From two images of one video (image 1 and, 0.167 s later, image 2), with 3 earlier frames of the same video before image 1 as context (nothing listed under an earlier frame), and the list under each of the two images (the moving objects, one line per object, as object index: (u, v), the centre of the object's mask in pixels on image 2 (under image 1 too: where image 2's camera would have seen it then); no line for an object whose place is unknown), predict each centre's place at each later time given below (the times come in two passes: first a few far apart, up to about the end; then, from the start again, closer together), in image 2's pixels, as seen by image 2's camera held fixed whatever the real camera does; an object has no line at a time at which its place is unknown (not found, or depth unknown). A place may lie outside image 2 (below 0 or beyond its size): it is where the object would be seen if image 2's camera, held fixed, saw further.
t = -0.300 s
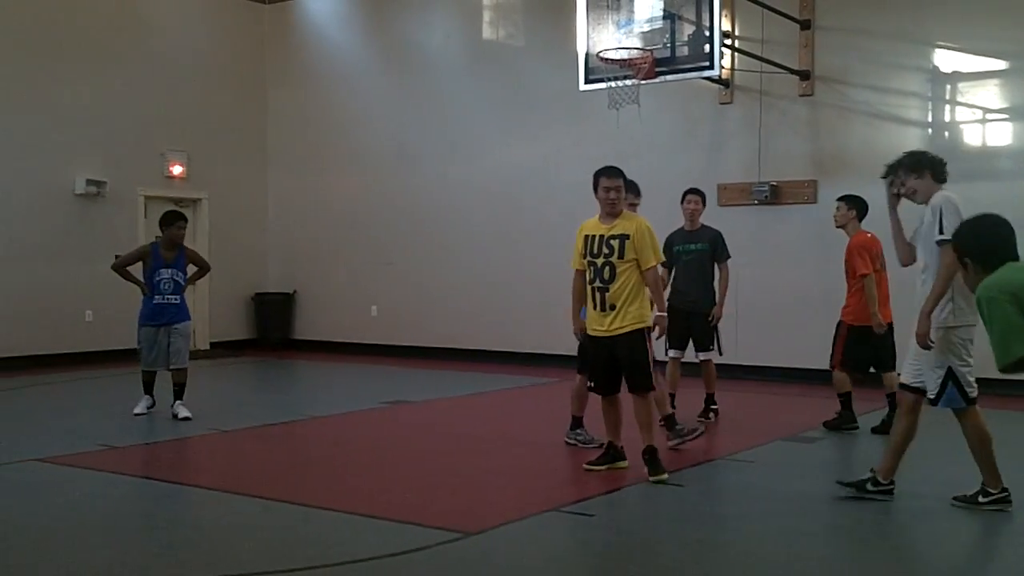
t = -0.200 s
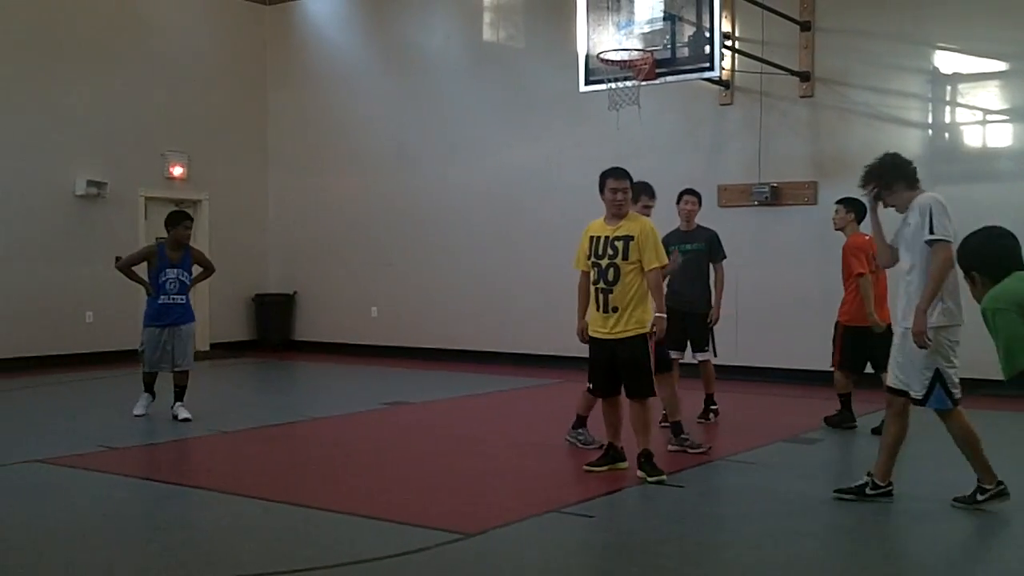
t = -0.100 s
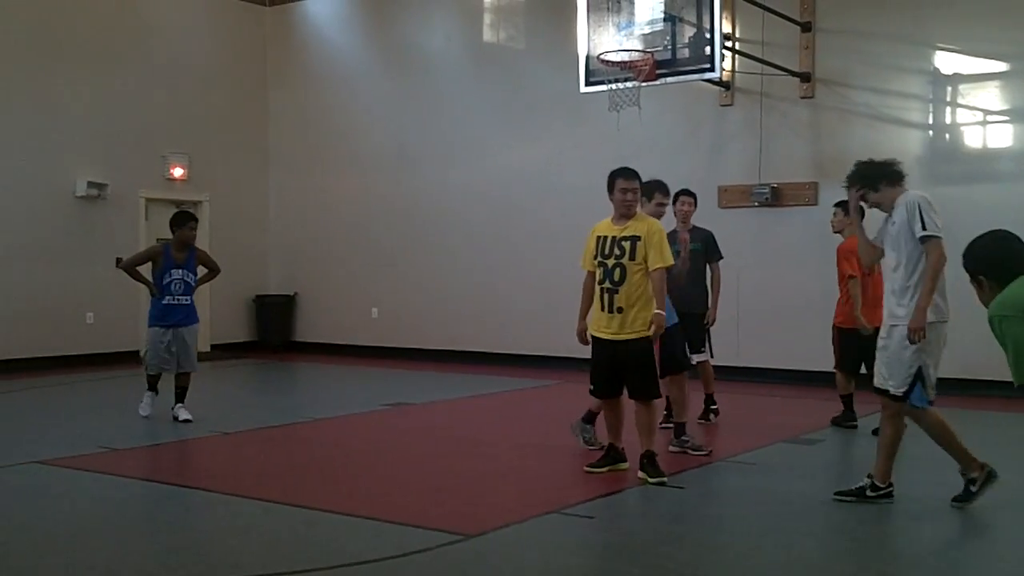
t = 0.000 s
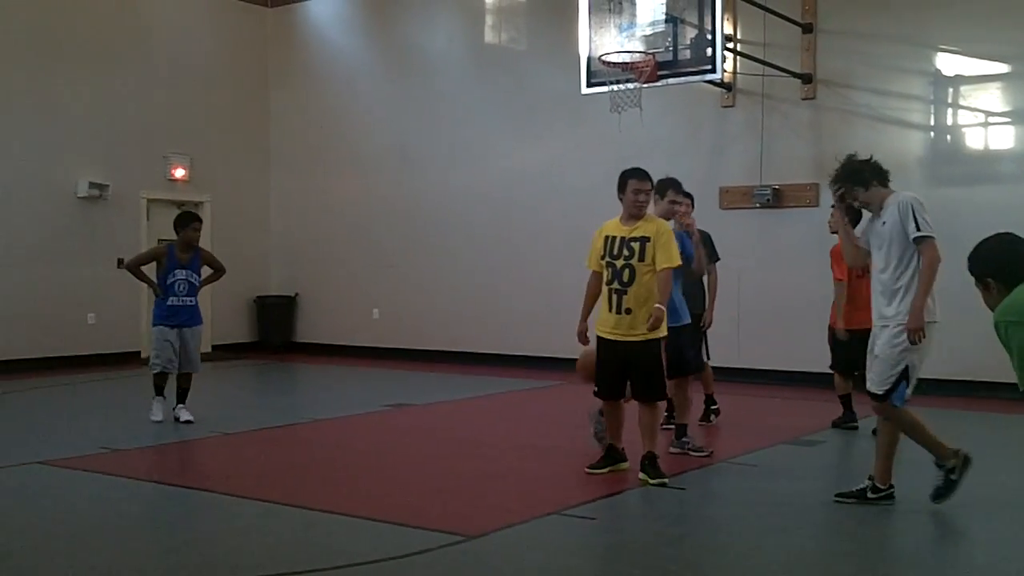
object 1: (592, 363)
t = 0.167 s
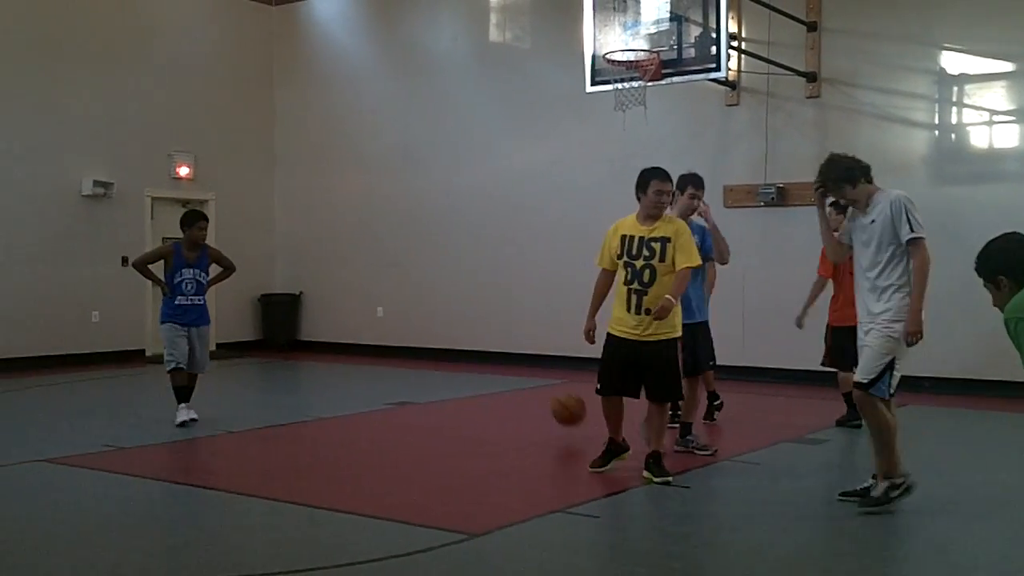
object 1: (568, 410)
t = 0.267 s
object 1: (550, 381)
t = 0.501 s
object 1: (505, 367)
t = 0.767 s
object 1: (451, 440)
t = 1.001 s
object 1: (397, 403)
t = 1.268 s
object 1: (328, 464)
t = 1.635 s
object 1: (232, 479)
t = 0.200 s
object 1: (562, 399)
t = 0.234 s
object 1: (556, 389)
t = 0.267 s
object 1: (550, 381)
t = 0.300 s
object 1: (544, 374)
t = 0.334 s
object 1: (538, 369)
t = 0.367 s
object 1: (531, 366)
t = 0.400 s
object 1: (525, 364)
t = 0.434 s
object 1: (518, 364)
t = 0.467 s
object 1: (512, 365)
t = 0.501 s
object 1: (505, 367)
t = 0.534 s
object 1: (499, 372)
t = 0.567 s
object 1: (493, 378)
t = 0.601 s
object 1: (486, 386)
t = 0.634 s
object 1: (479, 396)
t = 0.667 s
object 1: (471, 408)
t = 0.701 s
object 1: (465, 423)
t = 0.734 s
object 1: (457, 439)
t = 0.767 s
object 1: (451, 440)
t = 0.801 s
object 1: (443, 431)
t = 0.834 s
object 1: (435, 421)
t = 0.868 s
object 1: (428, 414)
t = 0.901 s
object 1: (420, 409)
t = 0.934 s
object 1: (413, 406)
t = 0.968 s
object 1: (405, 404)
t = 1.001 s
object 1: (397, 403)
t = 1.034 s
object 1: (388, 406)
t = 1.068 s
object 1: (380, 410)
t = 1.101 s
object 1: (372, 415)
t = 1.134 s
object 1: (364, 423)
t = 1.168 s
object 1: (356, 433)
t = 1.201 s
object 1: (347, 446)
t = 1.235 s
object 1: (337, 460)
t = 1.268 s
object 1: (328, 464)
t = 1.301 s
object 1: (320, 456)
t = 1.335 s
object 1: (311, 449)
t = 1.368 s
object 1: (302, 443)
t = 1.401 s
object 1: (293, 440)
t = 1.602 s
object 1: (238, 468)
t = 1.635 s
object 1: (232, 479)
